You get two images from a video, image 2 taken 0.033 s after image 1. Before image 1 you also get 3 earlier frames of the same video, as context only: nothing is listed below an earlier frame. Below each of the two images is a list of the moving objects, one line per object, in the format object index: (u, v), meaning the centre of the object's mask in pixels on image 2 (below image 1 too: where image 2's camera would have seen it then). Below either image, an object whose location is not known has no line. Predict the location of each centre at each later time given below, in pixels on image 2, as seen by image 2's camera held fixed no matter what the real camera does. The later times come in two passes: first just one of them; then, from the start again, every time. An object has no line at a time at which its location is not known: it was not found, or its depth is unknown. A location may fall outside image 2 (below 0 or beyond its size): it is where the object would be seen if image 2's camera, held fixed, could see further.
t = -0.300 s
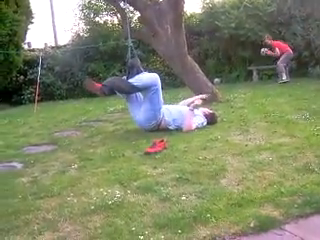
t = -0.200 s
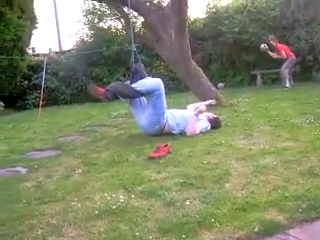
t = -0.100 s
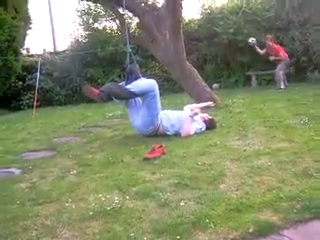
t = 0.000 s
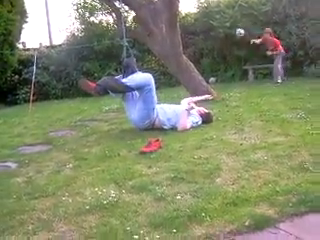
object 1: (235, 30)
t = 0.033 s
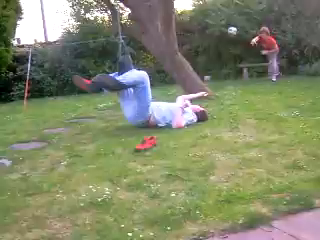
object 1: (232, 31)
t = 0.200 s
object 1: (214, 41)
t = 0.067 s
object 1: (229, 31)
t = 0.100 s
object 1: (225, 33)
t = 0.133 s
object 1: (221, 35)
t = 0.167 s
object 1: (218, 37)
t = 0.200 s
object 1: (214, 41)
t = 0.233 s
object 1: (209, 45)
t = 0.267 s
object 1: (204, 50)
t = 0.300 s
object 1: (199, 56)
